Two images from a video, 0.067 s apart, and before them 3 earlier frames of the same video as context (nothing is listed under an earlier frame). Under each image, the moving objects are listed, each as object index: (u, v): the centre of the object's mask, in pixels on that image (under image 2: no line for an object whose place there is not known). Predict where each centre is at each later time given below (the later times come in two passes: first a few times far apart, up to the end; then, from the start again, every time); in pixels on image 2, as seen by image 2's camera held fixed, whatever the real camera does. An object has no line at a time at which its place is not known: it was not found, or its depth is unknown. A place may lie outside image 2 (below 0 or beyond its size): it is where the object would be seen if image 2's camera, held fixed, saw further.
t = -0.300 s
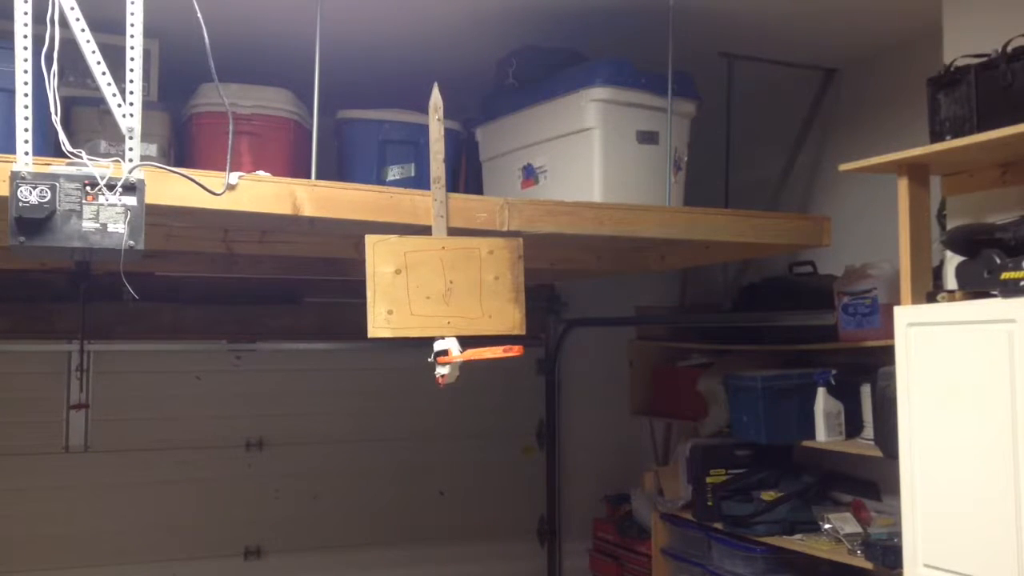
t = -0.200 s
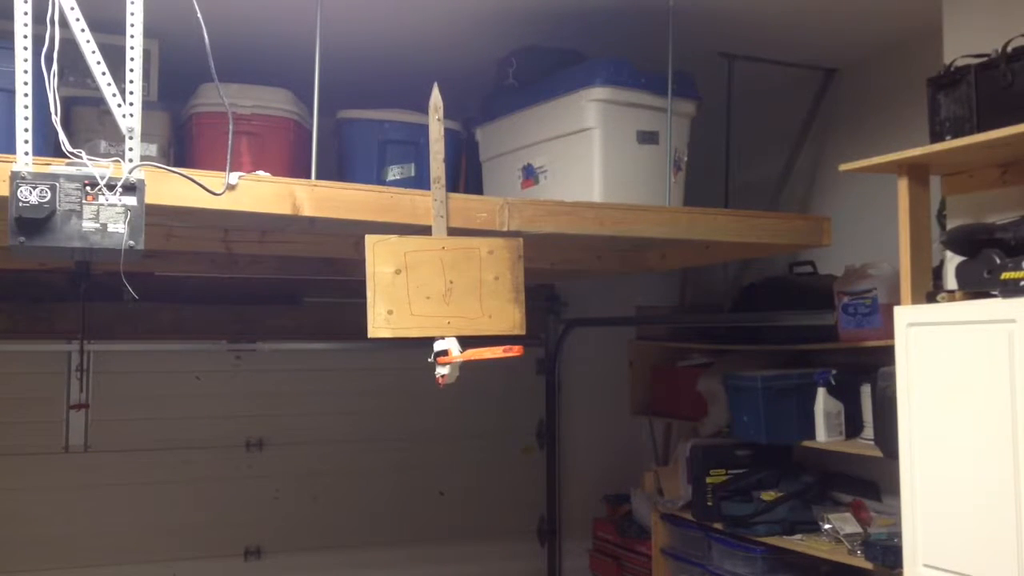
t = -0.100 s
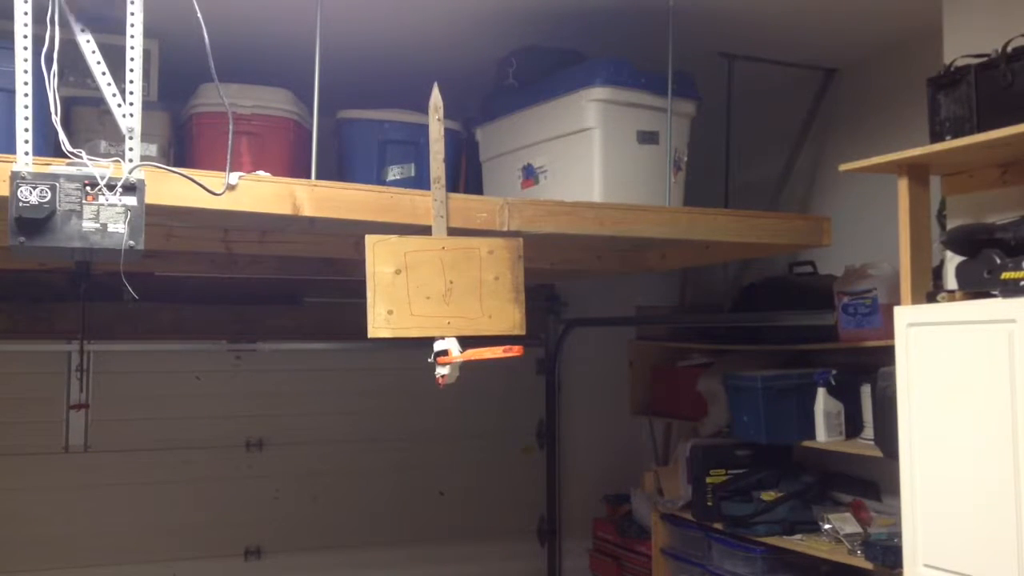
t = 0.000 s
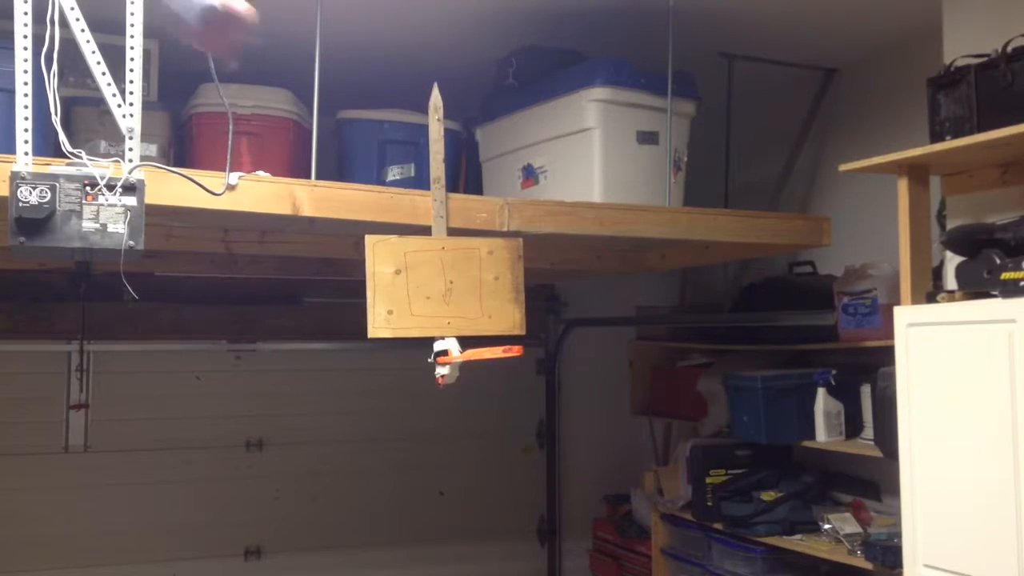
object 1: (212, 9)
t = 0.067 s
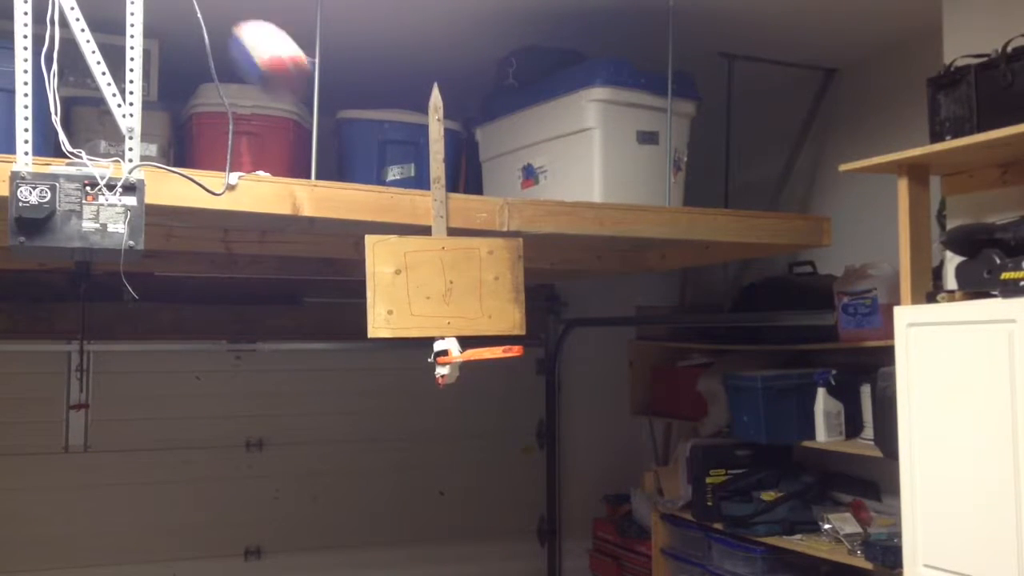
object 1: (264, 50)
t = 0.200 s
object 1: (356, 180)
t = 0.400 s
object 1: (445, 442)
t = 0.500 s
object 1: (475, 563)
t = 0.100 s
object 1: (294, 77)
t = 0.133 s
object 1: (318, 105)
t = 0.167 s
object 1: (341, 146)
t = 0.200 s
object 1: (356, 180)
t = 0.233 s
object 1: (375, 223)
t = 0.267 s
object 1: (393, 262)
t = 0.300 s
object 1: (407, 306)
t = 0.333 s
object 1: (420, 351)
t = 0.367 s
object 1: (434, 397)
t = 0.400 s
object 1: (445, 442)
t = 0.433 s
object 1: (457, 491)
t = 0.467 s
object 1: (466, 540)
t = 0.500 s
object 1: (475, 563)
